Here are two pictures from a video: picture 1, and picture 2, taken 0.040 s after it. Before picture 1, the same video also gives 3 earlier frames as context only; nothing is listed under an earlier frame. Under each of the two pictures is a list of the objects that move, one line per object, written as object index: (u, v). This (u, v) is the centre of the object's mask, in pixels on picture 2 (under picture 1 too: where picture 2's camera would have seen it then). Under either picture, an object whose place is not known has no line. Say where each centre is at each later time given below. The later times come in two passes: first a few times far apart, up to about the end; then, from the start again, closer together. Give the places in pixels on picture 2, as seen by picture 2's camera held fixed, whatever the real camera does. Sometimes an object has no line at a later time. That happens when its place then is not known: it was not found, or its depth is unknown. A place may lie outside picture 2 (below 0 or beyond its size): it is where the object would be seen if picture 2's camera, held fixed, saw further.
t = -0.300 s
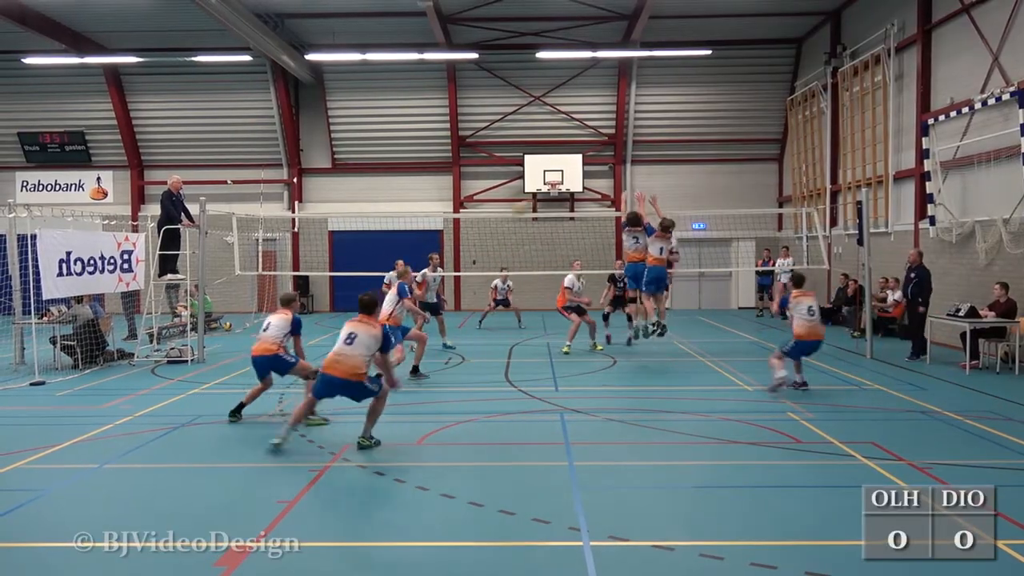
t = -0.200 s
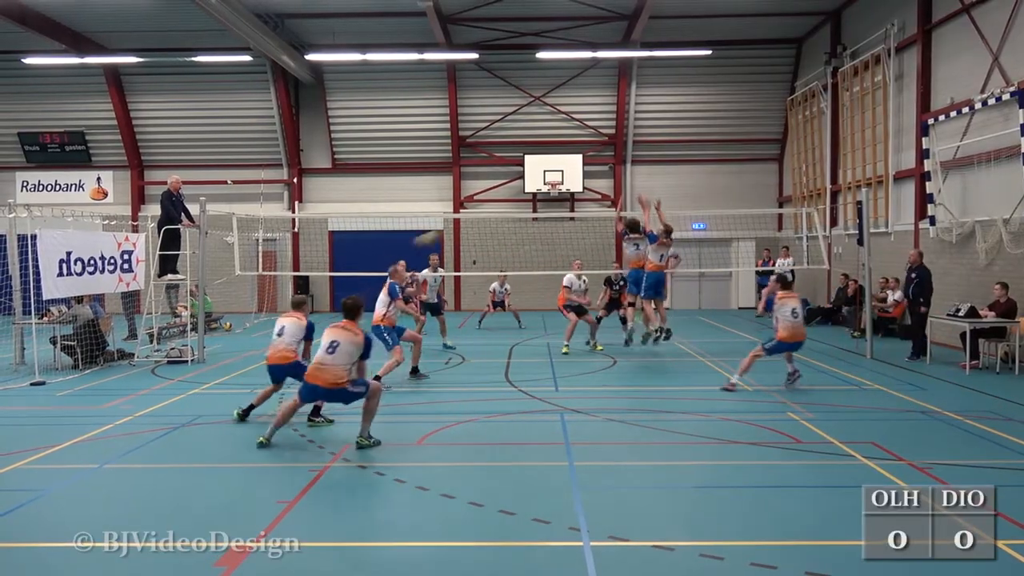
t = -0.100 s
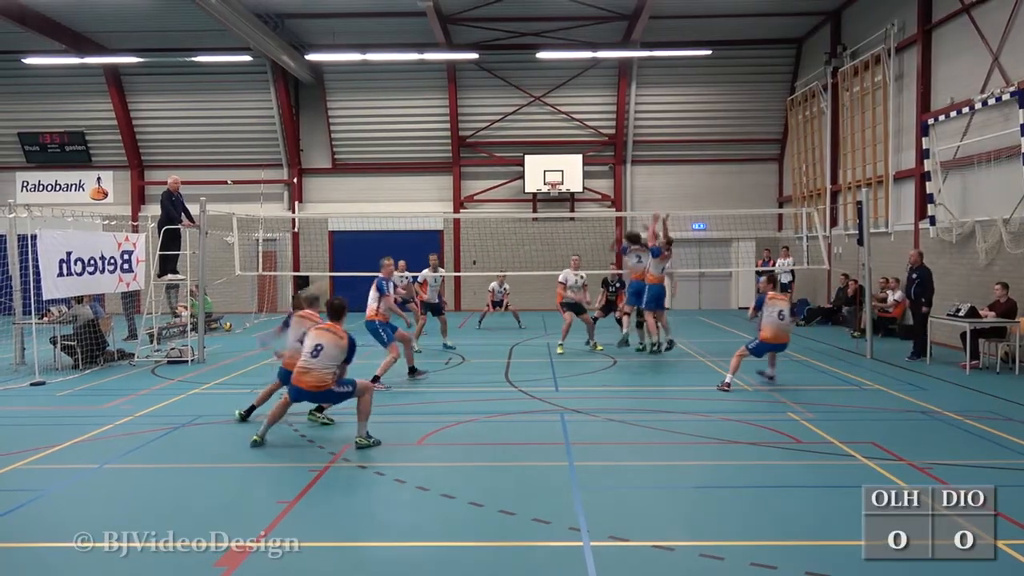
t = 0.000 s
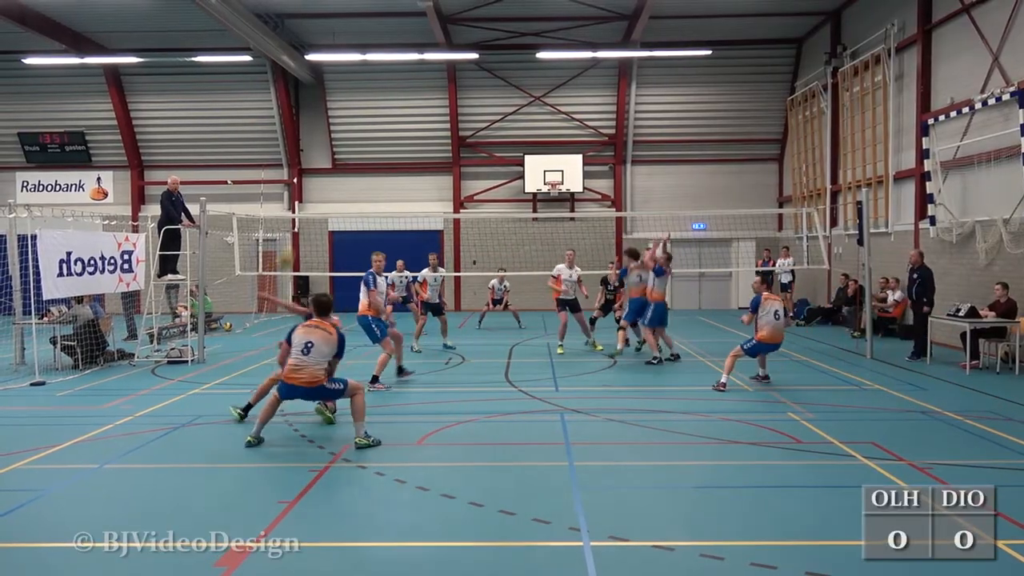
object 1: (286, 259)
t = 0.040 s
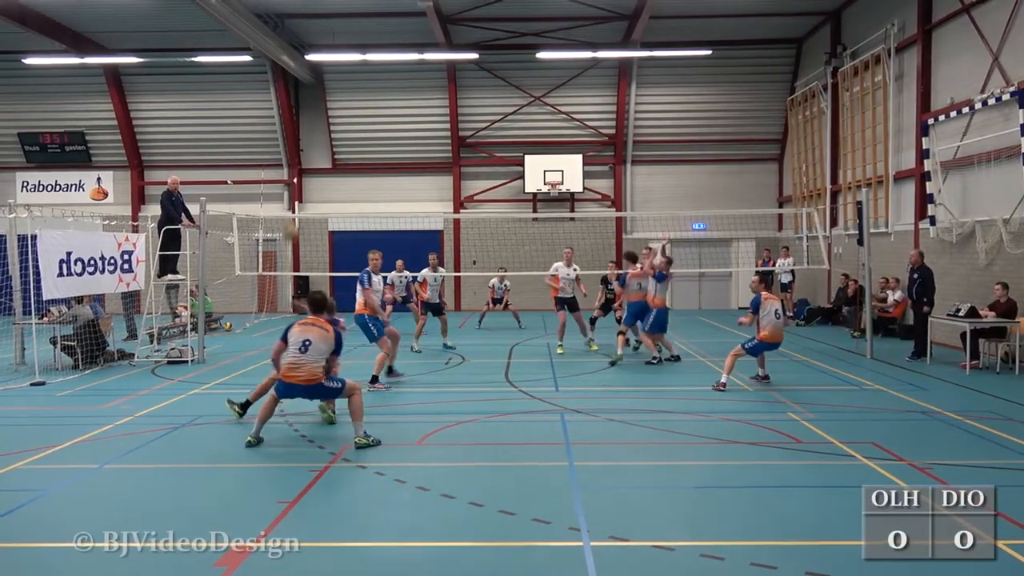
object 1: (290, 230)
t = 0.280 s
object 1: (319, 113)
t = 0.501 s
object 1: (337, 66)
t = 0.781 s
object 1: (351, 59)
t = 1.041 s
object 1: (361, 96)
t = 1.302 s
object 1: (368, 165)
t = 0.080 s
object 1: (297, 205)
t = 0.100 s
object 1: (299, 194)
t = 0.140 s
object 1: (304, 173)
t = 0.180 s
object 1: (308, 153)
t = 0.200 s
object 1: (311, 143)
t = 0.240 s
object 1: (315, 127)
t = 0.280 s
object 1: (319, 113)
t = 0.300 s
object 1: (321, 106)
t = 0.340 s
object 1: (324, 95)
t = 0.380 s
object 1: (328, 86)
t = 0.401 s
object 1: (329, 81)
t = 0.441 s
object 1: (332, 73)
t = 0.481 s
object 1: (335, 68)
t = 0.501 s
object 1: (337, 66)
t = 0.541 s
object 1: (339, 61)
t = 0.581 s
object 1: (341, 59)
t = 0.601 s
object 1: (343, 57)
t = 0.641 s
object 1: (345, 57)
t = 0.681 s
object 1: (347, 57)
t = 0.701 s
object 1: (348, 56)
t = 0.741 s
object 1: (349, 58)
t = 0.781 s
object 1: (351, 59)
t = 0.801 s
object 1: (352, 62)
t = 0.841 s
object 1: (354, 65)
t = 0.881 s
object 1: (355, 69)
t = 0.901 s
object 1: (356, 71)
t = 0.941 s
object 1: (358, 78)
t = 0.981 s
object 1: (359, 85)
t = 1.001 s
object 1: (359, 89)
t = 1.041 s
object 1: (361, 96)
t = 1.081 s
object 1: (362, 106)
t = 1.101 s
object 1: (362, 111)
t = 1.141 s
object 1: (364, 120)
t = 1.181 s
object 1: (365, 131)
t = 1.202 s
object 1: (365, 136)
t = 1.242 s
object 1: (366, 147)
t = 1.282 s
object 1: (367, 160)
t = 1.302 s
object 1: (368, 165)
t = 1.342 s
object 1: (369, 178)
